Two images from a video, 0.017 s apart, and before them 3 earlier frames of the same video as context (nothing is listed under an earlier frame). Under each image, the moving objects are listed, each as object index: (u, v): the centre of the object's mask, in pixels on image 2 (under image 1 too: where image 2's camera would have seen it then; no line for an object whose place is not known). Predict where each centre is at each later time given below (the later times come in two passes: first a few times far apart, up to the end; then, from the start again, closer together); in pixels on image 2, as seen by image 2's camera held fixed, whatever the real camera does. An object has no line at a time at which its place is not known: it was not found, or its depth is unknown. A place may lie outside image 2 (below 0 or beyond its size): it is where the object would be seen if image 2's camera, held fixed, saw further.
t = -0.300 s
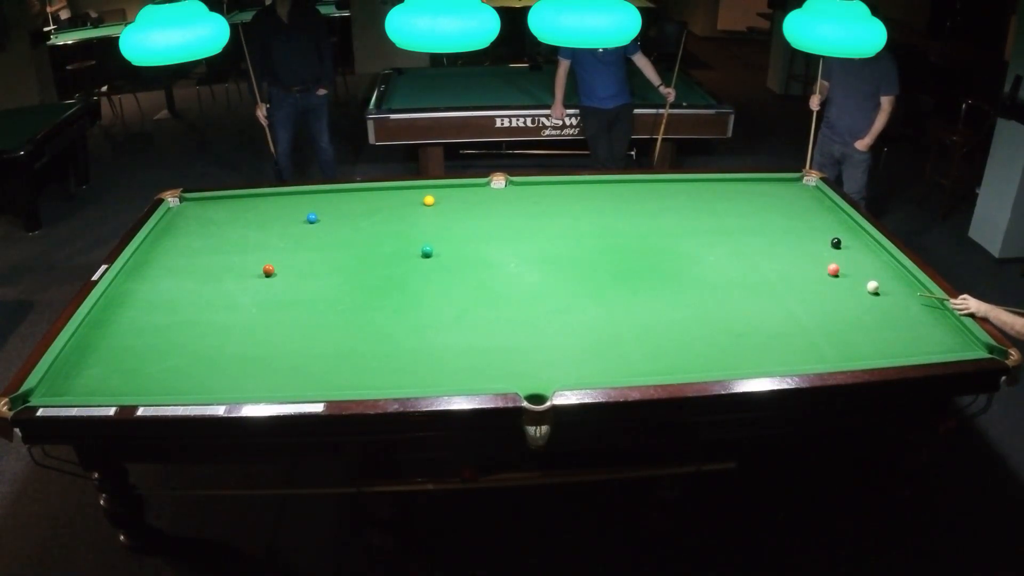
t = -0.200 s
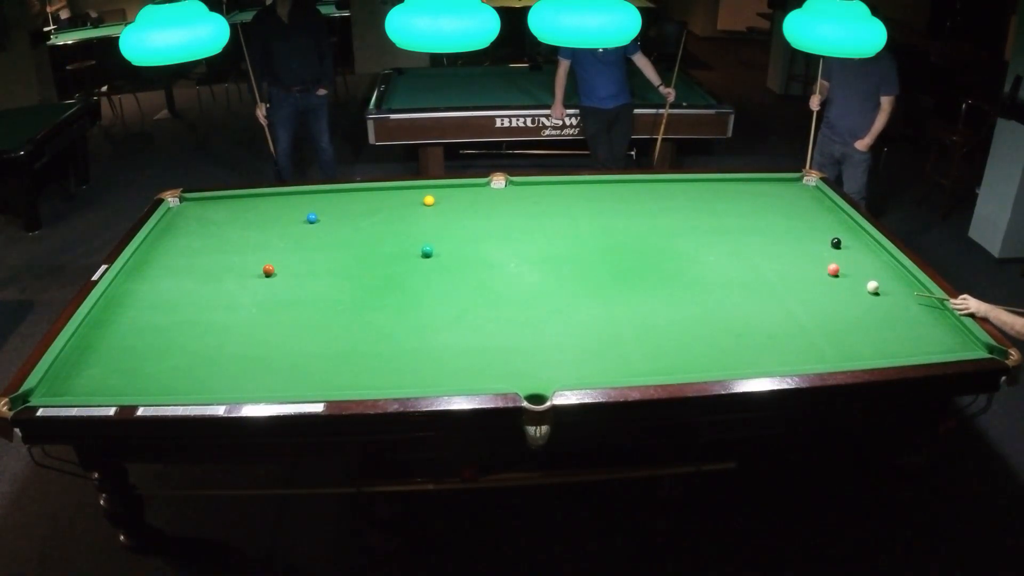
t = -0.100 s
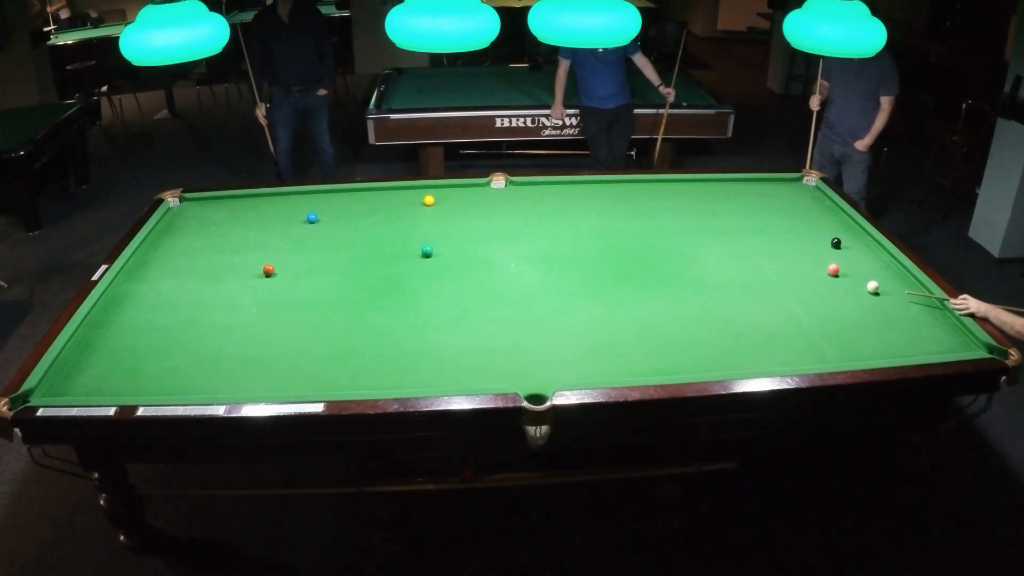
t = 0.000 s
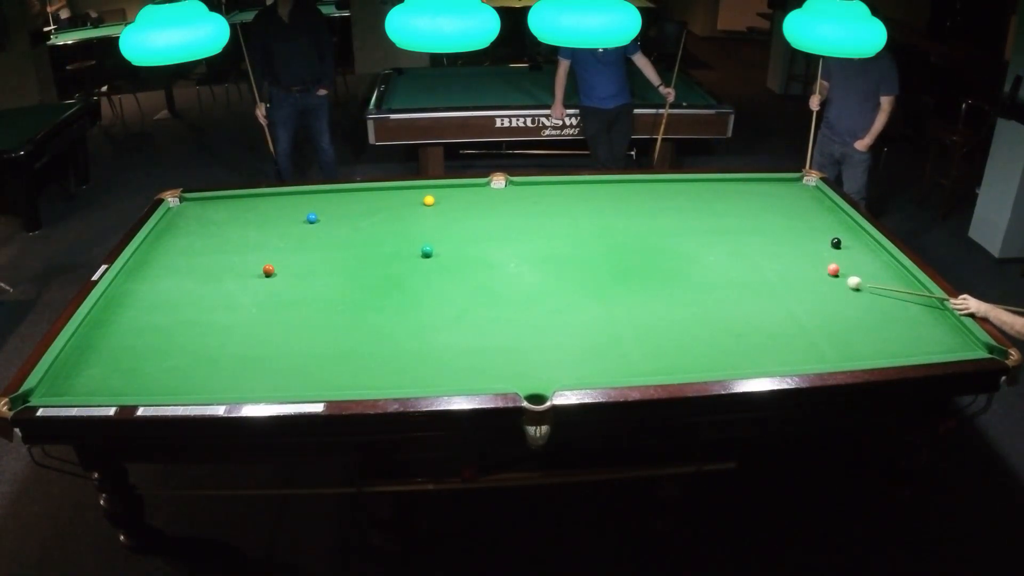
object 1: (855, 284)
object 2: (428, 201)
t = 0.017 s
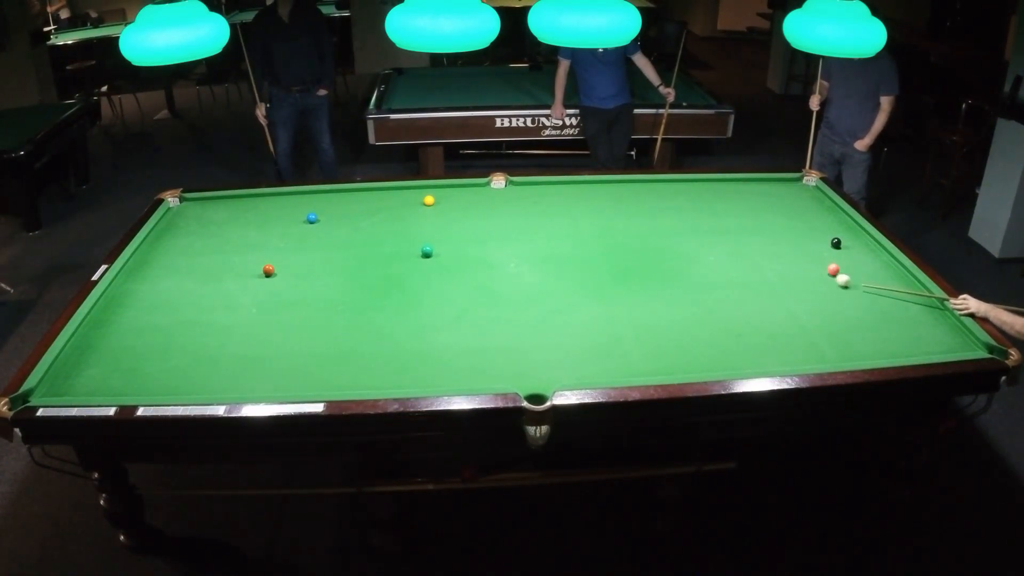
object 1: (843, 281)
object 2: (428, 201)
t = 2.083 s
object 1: (337, 256)
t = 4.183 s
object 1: (156, 379)
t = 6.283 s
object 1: (147, 316)
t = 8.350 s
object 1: (145, 308)
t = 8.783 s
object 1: (145, 308)
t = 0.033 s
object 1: (832, 278)
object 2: (428, 201)
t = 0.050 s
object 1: (821, 276)
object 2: (428, 201)
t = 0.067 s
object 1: (810, 274)
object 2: (428, 201)
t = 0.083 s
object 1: (799, 271)
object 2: (428, 201)
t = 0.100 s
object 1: (789, 269)
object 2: (428, 201)
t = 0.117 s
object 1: (779, 267)
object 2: (428, 201)
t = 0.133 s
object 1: (769, 265)
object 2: (428, 201)
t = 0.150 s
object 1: (759, 263)
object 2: (428, 201)
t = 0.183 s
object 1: (741, 260)
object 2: (428, 201)
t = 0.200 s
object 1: (731, 258)
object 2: (428, 201)
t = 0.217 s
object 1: (722, 255)
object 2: (428, 201)
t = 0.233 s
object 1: (713, 254)
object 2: (428, 201)
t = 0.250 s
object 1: (704, 252)
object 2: (428, 201)
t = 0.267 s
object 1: (695, 250)
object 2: (428, 201)
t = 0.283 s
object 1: (686, 248)
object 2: (428, 201)
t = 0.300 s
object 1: (677, 246)
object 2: (428, 201)
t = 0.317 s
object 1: (668, 245)
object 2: (428, 201)
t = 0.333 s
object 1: (660, 243)
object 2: (428, 201)
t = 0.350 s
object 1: (650, 241)
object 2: (428, 201)
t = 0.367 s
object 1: (642, 239)
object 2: (428, 201)
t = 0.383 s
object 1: (633, 238)
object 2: (428, 201)
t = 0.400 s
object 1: (625, 236)
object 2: (428, 201)
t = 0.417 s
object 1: (616, 235)
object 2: (428, 201)
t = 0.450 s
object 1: (599, 231)
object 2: (428, 201)
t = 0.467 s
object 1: (591, 229)
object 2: (428, 201)
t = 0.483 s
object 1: (583, 228)
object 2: (428, 201)
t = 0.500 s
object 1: (575, 226)
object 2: (428, 201)
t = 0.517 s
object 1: (566, 225)
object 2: (428, 201)
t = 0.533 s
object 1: (558, 223)
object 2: (428, 201)
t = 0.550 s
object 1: (550, 222)
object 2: (428, 201)
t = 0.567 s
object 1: (543, 220)
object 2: (428, 201)
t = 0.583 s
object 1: (535, 219)
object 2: (428, 201)
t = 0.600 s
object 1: (527, 217)
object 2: (428, 201)
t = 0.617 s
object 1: (519, 215)
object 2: (428, 201)
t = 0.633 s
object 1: (511, 214)
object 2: (428, 201)
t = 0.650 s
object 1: (504, 213)
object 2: (428, 201)
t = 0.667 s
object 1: (496, 211)
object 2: (428, 201)
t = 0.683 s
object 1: (489, 210)
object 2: (428, 201)
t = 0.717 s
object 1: (474, 207)
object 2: (428, 201)
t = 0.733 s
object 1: (467, 206)
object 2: (428, 201)
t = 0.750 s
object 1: (460, 205)
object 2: (428, 201)
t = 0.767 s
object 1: (453, 203)
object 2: (428, 201)
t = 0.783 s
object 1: (446, 202)
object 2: (428, 201)
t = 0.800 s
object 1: (440, 201)
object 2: (428, 201)
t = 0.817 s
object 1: (439, 199)
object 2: (423, 200)
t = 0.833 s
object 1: (439, 198)
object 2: (416, 201)
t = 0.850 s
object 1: (439, 197)
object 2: (409, 200)
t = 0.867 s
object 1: (438, 196)
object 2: (403, 200)
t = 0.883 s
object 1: (438, 195)
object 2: (397, 201)
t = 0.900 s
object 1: (437, 194)
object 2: (391, 200)
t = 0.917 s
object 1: (436, 192)
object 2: (385, 201)
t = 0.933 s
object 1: (435, 191)
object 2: (380, 201)
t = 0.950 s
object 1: (434, 190)
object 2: (375, 200)
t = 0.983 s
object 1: (431, 188)
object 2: (366, 200)
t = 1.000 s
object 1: (429, 187)
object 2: (362, 200)
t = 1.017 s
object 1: (428, 188)
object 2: (357, 200)
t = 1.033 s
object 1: (427, 189)
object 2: (352, 200)
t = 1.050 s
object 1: (425, 190)
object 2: (348, 200)
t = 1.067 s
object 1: (424, 191)
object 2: (343, 200)
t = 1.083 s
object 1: (423, 192)
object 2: (339, 200)
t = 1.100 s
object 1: (421, 193)
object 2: (335, 201)
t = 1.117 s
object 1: (420, 194)
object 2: (330, 201)
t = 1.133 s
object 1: (419, 195)
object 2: (326, 201)
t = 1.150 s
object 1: (417, 196)
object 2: (322, 200)
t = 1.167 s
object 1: (416, 197)
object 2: (318, 200)
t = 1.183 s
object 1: (415, 198)
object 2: (313, 201)
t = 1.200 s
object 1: (414, 199)
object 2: (309, 200)
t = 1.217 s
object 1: (412, 200)
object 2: (304, 201)
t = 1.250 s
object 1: (410, 202)
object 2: (296, 201)
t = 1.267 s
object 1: (408, 203)
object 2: (292, 200)
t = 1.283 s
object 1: (407, 204)
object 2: (288, 201)
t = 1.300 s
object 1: (405, 205)
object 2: (283, 201)
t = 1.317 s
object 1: (404, 206)
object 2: (279, 201)
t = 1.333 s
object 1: (403, 207)
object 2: (276, 201)
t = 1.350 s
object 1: (401, 208)
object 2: (271, 201)
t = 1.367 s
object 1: (400, 209)
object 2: (267, 201)
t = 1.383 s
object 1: (398, 210)
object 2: (263, 201)
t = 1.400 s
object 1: (397, 211)
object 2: (259, 201)
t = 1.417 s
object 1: (395, 212)
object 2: (255, 201)
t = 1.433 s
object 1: (394, 213)
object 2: (251, 201)
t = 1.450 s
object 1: (393, 214)
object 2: (247, 201)
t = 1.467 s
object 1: (391, 215)
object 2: (243, 201)
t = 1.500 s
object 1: (389, 217)
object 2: (235, 201)
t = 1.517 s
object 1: (387, 218)
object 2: (231, 201)
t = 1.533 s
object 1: (386, 219)
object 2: (227, 201)
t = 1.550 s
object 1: (384, 220)
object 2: (224, 201)
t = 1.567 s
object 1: (383, 221)
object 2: (220, 201)
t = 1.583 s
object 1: (381, 222)
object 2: (216, 201)
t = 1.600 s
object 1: (380, 223)
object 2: (212, 201)
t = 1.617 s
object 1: (379, 225)
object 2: (208, 202)
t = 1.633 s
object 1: (377, 226)
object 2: (205, 202)
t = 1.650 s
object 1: (376, 227)
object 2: (201, 202)
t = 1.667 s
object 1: (374, 228)
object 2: (197, 202)
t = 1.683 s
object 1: (373, 229)
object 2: (193, 202)
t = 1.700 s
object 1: (371, 230)
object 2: (190, 202)
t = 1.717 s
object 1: (370, 231)
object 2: (186, 201)
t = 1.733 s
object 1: (368, 232)
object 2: (183, 202)
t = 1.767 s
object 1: (366, 234)
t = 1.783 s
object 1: (364, 236)
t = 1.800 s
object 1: (363, 237)
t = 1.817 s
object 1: (361, 238)
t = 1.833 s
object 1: (360, 239)
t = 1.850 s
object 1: (358, 240)
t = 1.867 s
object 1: (357, 241)
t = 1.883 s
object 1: (355, 242)
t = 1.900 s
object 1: (353, 243)
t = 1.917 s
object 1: (352, 244)
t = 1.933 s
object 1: (351, 246)
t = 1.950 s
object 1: (349, 247)
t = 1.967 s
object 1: (348, 248)
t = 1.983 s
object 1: (346, 249)
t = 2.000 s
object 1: (345, 250)
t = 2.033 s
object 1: (342, 252)
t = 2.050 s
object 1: (340, 254)
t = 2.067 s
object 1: (338, 255)
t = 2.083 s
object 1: (337, 256)
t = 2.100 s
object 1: (335, 257)
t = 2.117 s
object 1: (334, 258)
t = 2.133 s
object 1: (332, 259)
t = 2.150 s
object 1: (331, 260)
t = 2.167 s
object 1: (329, 262)
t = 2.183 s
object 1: (327, 263)
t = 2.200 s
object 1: (326, 264)
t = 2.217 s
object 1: (325, 265)
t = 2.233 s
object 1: (323, 266)
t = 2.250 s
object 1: (321, 268)
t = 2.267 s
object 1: (320, 269)
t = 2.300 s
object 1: (317, 271)
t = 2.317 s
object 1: (315, 272)
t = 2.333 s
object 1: (313, 274)
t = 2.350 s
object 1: (312, 275)
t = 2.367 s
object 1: (310, 276)
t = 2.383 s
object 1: (309, 277)
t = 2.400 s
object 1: (307, 279)
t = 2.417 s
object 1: (305, 280)
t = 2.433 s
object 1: (304, 281)
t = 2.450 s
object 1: (302, 283)
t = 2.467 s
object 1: (301, 284)
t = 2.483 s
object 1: (299, 285)
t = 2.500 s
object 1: (297, 286)
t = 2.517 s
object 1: (296, 287)
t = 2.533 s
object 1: (294, 289)
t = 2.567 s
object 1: (291, 291)
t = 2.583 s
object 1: (289, 292)
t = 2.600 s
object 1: (288, 294)
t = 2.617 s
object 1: (286, 295)
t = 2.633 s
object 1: (285, 296)
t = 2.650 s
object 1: (283, 298)
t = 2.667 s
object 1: (281, 299)
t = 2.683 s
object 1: (280, 300)
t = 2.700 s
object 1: (278, 301)
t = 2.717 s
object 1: (276, 303)
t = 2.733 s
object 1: (275, 304)
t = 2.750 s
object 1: (273, 305)
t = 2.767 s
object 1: (271, 307)
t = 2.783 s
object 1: (270, 308)
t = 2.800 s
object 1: (268, 309)
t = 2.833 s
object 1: (265, 312)
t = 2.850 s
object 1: (263, 313)
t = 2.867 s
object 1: (262, 314)
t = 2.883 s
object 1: (260, 315)
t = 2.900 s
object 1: (258, 317)
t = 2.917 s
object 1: (257, 318)
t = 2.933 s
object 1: (255, 319)
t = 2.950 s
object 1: (254, 321)
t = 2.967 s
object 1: (252, 322)
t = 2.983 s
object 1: (250, 323)
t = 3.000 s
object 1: (248, 324)
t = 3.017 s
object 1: (247, 326)
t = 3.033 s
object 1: (245, 327)
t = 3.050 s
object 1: (244, 329)
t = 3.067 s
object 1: (242, 330)
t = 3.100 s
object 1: (238, 333)
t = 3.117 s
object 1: (237, 334)
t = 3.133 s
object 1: (235, 335)
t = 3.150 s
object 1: (234, 337)
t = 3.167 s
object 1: (232, 338)
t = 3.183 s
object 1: (230, 339)
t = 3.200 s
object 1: (228, 341)
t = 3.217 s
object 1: (227, 342)
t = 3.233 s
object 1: (225, 343)
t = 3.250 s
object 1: (224, 345)
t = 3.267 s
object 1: (222, 346)
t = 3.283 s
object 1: (220, 348)
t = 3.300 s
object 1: (218, 349)
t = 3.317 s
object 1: (217, 350)
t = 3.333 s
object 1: (215, 351)
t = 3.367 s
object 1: (212, 354)
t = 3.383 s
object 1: (210, 356)
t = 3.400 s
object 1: (208, 357)
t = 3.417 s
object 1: (207, 358)
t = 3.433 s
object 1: (205, 360)
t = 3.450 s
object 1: (204, 361)
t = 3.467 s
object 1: (202, 362)
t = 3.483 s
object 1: (200, 364)
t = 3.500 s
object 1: (198, 365)
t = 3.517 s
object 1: (197, 367)
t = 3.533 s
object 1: (195, 368)
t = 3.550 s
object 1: (193, 369)
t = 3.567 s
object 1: (192, 371)
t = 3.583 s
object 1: (190, 372)
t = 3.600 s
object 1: (188, 374)
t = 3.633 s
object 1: (185, 376)
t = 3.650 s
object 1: (183, 377)
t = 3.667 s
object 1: (181, 379)
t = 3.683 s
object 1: (180, 380)
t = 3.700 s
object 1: (178, 382)
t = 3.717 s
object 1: (176, 383)
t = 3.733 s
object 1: (175, 384)
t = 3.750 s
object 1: (173, 385)
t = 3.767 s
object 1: (171, 386)
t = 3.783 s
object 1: (170, 387)
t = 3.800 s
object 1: (168, 388)
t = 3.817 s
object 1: (166, 389)
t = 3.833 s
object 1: (164, 390)
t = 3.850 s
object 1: (163, 391)
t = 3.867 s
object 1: (161, 392)
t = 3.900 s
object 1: (159, 392)
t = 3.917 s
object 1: (159, 391)
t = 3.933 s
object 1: (159, 391)
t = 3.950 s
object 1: (158, 390)
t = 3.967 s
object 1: (158, 390)
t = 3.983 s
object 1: (158, 389)
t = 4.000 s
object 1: (158, 389)
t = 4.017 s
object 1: (158, 388)
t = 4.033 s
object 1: (157, 388)
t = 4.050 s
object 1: (157, 387)
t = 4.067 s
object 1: (157, 386)
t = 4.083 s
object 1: (157, 385)
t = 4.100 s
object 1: (157, 383)
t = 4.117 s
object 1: (157, 382)
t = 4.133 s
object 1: (157, 383)
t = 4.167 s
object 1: (156, 380)
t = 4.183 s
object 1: (156, 379)
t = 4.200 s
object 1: (156, 377)
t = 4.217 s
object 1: (156, 377)
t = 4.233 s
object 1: (156, 377)
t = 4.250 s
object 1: (156, 376)
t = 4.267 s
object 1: (155, 375)
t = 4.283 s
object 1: (155, 374)
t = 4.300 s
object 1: (155, 373)
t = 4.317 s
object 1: (155, 372)
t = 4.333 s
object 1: (155, 372)
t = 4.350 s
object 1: (155, 370)
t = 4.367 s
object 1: (154, 369)
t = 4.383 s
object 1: (154, 369)
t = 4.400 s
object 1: (154, 368)
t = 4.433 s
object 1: (154, 367)
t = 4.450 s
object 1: (154, 366)
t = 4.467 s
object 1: (154, 365)
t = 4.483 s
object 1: (154, 364)
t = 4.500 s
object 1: (153, 364)
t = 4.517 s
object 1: (153, 363)
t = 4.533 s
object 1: (153, 362)
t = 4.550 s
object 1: (153, 362)
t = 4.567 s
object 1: (153, 360)
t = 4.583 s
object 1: (153, 361)
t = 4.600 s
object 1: (152, 360)
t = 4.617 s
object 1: (152, 360)
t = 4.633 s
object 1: (152, 359)
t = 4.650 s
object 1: (152, 358)
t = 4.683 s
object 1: (152, 356)
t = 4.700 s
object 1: (152, 356)
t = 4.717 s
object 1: (152, 355)
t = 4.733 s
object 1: (152, 355)
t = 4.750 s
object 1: (152, 354)
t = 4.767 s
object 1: (152, 353)
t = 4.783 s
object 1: (151, 353)
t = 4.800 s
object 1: (151, 352)
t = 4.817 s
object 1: (151, 352)
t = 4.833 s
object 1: (151, 351)
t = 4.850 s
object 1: (151, 350)
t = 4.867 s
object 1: (151, 350)
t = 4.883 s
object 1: (151, 349)
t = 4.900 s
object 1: (151, 348)
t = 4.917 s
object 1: (151, 348)
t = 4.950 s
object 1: (151, 347)
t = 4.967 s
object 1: (151, 346)
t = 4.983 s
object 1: (151, 346)
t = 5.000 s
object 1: (150, 345)
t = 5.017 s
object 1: (150, 345)
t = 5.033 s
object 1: (150, 344)
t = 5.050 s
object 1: (150, 344)
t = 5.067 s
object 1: (150, 343)
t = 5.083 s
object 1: (150, 343)
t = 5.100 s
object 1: (150, 342)
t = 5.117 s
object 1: (150, 341)
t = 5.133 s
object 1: (150, 341)
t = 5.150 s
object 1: (150, 340)
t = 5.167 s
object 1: (150, 340)
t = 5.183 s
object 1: (150, 339)
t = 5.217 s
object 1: (150, 338)
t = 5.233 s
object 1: (150, 338)
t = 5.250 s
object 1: (149, 338)
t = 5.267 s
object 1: (149, 337)
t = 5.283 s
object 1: (149, 337)
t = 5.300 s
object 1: (149, 336)
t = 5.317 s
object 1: (149, 336)
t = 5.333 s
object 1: (149, 335)
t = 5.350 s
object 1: (149, 335)
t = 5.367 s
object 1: (149, 334)
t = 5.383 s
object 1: (149, 334)
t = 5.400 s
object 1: (149, 333)
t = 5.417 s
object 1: (149, 333)
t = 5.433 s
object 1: (149, 332)
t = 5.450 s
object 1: (149, 332)
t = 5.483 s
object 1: (149, 331)
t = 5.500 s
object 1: (148, 331)
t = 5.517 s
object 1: (148, 331)
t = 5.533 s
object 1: (148, 330)
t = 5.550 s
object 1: (148, 330)
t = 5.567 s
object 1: (148, 329)
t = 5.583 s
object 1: (148, 329)
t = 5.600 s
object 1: (148, 329)
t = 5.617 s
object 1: (148, 328)
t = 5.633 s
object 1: (148, 328)
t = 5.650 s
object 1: (148, 327)
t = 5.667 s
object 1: (148, 327)
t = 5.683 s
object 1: (148, 326)
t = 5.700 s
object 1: (148, 326)
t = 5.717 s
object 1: (148, 326)
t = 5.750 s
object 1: (148, 325)
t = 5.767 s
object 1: (148, 325)
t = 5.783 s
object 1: (148, 324)
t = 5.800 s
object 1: (148, 324)
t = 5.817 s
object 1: (148, 324)
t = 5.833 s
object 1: (148, 324)
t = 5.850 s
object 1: (148, 323)
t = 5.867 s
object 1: (148, 323)
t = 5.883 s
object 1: (148, 323)
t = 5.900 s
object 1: (148, 322)
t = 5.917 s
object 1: (148, 322)
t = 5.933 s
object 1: (148, 322)
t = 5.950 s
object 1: (148, 321)
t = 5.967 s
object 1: (148, 321)
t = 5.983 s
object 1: (148, 321)
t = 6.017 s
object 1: (148, 320)
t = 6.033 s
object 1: (148, 320)
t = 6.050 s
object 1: (147, 320)
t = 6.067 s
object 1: (147, 319)
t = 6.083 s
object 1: (147, 319)
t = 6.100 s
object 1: (147, 319)
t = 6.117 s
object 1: (147, 318)
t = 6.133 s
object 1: (147, 318)
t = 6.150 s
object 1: (147, 318)
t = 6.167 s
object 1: (147, 318)
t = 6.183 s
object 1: (147, 317)
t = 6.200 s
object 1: (147, 317)
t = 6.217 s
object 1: (147, 317)
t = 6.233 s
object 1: (147, 317)
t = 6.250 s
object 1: (147, 316)
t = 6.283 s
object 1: (147, 316)
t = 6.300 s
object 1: (147, 316)
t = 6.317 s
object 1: (147, 316)
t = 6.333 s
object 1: (147, 315)
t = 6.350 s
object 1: (147, 315)
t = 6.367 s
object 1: (147, 315)
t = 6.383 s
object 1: (147, 315)
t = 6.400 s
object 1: (147, 315)
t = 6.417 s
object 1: (147, 314)
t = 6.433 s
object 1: (147, 314)
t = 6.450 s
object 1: (147, 314)
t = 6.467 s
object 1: (147, 314)
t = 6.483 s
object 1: (147, 314)
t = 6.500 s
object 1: (147, 313)
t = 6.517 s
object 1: (147, 313)
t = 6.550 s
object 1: (147, 313)
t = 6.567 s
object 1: (147, 313)
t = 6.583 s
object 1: (147, 312)
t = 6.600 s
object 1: (147, 312)
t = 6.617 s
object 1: (147, 312)
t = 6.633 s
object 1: (147, 312)
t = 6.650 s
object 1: (147, 312)
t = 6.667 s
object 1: (147, 311)
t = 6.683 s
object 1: (147, 311)
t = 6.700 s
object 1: (147, 311)
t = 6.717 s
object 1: (147, 311)
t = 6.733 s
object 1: (147, 311)
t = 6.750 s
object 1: (147, 311)
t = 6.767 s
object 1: (147, 310)
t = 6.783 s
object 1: (147, 310)
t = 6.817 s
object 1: (147, 310)
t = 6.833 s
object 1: (147, 310)
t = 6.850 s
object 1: (147, 310)
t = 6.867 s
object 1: (147, 310)
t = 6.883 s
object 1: (147, 310)
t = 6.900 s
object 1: (147, 309)
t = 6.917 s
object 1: (147, 309)
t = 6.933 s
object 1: (147, 309)
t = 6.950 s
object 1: (147, 309)
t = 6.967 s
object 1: (147, 309)
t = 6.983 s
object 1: (146, 309)
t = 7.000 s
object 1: (146, 309)
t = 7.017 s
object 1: (146, 309)
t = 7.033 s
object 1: (146, 309)
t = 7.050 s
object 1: (146, 309)
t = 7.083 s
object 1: (146, 309)
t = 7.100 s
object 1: (146, 309)
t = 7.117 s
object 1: (146, 309)
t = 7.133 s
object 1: (146, 309)
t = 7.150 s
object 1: (146, 309)
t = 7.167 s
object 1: (146, 309)
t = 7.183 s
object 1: (146, 309)
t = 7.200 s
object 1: (146, 309)
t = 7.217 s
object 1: (146, 308)
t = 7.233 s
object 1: (146, 308)
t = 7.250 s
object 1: (146, 308)
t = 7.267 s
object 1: (146, 308)
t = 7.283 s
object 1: (145, 308)
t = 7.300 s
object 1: (145, 308)
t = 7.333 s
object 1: (145, 308)
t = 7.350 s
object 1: (145, 308)
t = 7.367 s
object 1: (145, 308)
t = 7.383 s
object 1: (145, 308)
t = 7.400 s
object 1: (145, 308)
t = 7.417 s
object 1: (145, 308)
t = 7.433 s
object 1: (145, 308)
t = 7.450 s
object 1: (145, 308)
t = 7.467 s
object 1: (145, 308)
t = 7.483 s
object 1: (145, 308)
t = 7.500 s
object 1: (145, 308)
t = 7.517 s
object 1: (145, 308)
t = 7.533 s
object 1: (145, 308)
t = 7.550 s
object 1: (145, 308)
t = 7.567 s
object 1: (145, 308)
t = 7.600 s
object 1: (145, 308)
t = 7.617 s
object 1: (145, 308)
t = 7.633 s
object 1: (145, 308)
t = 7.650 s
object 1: (145, 308)
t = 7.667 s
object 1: (145, 308)
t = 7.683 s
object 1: (145, 308)
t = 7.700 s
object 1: (145, 308)
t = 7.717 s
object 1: (145, 308)
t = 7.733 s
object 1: (145, 308)
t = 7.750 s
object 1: (145, 308)
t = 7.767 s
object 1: (145, 308)
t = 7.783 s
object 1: (145, 308)
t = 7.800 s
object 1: (145, 308)
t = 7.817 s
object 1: (145, 308)
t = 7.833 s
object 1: (145, 308)
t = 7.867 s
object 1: (145, 308)
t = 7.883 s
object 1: (145, 308)
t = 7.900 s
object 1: (145, 308)
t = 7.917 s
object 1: (145, 308)
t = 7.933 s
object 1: (145, 308)
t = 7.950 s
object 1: (145, 308)
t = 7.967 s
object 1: (145, 308)
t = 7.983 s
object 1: (145, 308)
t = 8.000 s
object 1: (145, 308)
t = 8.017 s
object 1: (145, 308)
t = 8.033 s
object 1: (145, 308)
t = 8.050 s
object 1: (145, 308)
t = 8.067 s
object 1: (145, 308)
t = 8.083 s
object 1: (145, 308)
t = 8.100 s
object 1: (145, 308)
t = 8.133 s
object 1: (145, 308)
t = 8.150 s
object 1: (145, 308)
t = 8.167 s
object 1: (145, 308)
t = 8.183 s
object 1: (145, 308)
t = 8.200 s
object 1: (145, 308)
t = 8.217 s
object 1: (145, 308)
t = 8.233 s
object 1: (145, 308)
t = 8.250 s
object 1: (145, 308)
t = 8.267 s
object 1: (145, 308)
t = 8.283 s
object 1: (145, 308)
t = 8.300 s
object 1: (145, 308)
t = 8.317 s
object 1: (145, 308)
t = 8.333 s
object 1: (145, 308)
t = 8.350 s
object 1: (145, 308)
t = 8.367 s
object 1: (145, 308)
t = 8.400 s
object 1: (145, 308)
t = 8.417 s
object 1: (145, 308)
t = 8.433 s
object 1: (145, 308)
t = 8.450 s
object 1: (145, 308)
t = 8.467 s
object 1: (145, 308)
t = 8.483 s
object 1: (145, 308)
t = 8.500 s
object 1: (145, 308)
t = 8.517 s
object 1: (145, 308)
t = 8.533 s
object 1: (145, 308)
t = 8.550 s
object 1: (145, 308)
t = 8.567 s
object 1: (145, 308)
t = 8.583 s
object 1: (145, 308)
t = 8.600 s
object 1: (145, 308)
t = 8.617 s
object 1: (145, 308)
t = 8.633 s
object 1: (145, 308)
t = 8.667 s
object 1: (145, 308)
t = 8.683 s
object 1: (145, 308)
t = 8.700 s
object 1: (145, 308)
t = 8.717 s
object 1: (145, 308)
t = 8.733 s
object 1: (145, 308)
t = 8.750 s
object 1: (145, 308)
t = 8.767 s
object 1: (145, 308)
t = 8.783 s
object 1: (145, 308)
